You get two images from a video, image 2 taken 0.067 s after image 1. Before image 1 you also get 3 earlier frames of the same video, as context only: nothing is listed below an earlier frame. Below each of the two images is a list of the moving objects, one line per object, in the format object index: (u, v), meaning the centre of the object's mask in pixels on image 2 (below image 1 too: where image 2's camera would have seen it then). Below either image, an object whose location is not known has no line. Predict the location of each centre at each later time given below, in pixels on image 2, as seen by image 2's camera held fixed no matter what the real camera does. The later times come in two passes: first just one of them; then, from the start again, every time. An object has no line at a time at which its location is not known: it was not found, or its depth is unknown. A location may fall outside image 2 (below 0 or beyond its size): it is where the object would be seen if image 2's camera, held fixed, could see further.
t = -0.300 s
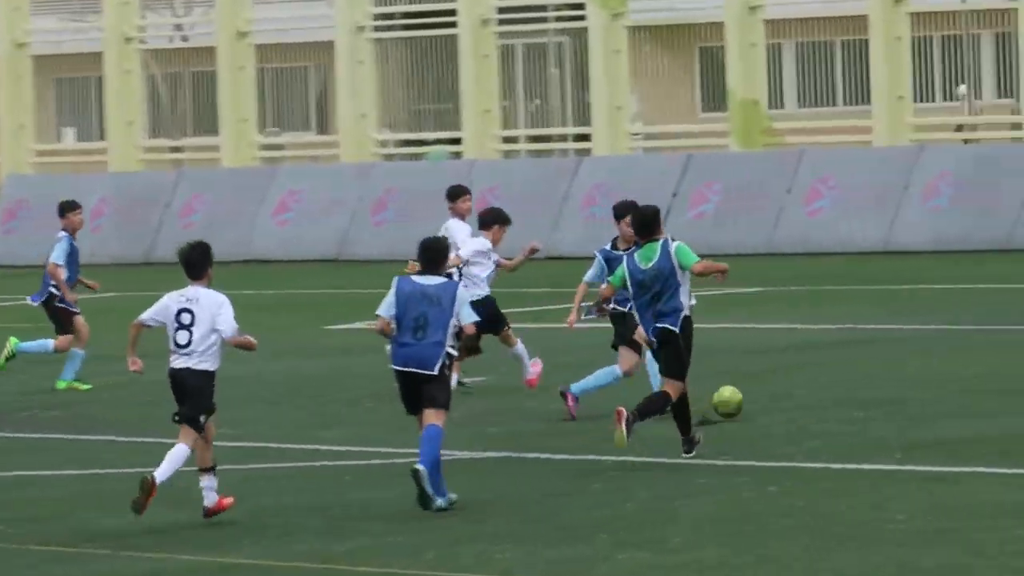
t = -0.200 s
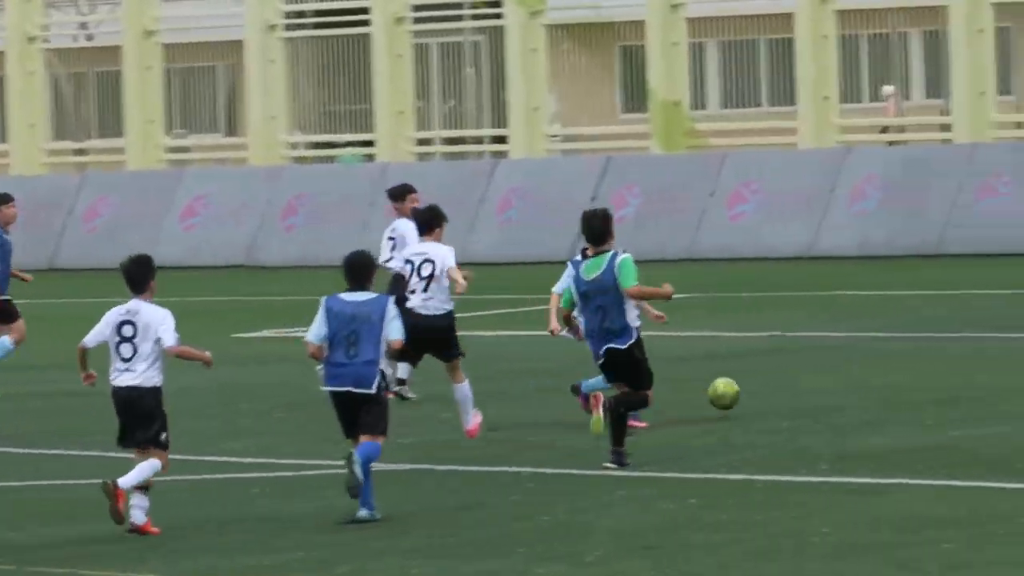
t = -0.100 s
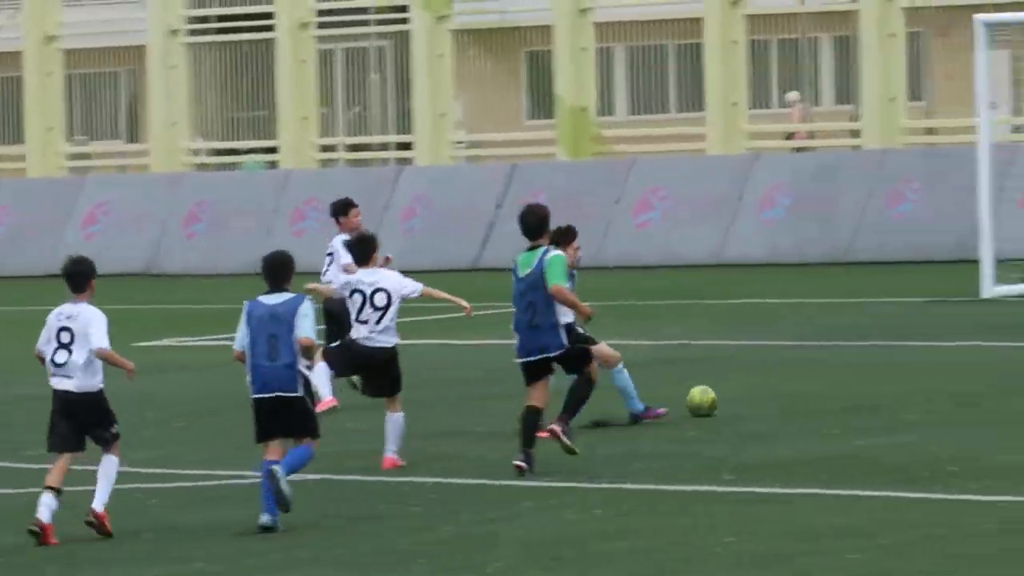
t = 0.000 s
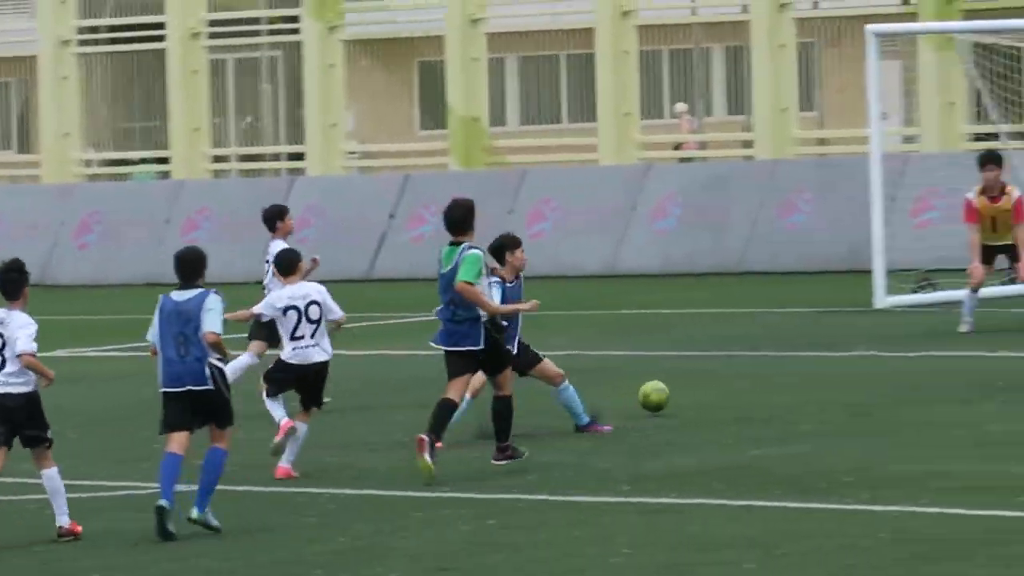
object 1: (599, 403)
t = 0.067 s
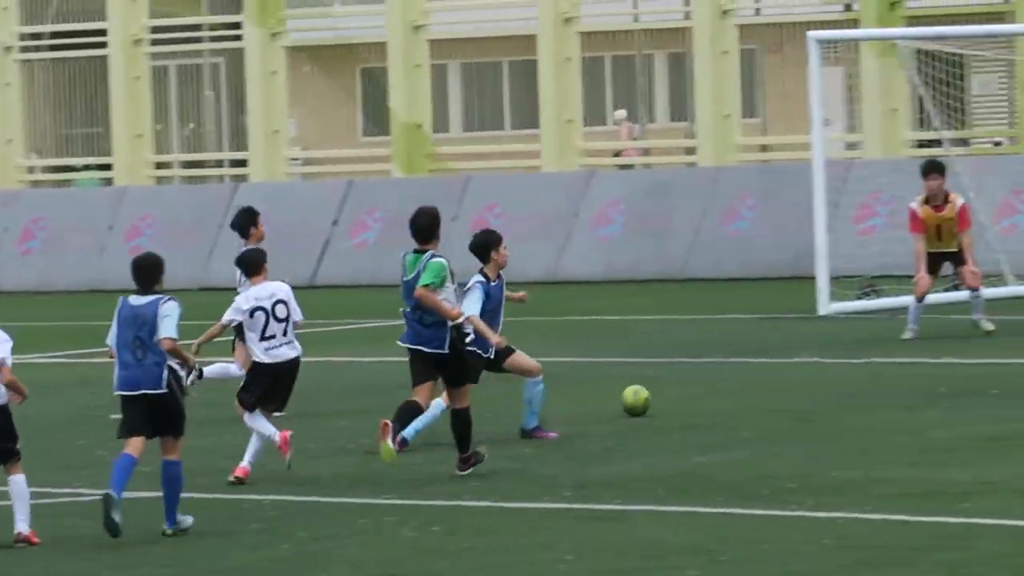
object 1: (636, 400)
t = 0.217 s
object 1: (708, 386)
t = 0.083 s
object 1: (644, 400)
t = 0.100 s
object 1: (652, 397)
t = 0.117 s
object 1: (660, 395)
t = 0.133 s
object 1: (668, 392)
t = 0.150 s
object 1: (676, 390)
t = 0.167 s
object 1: (684, 388)
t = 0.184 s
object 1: (692, 387)
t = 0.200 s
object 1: (700, 386)
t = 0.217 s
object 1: (708, 386)
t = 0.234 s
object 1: (716, 386)
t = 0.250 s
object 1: (724, 385)
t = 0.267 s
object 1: (731, 383)
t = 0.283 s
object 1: (738, 381)
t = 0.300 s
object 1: (745, 379)
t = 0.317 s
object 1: (753, 377)
